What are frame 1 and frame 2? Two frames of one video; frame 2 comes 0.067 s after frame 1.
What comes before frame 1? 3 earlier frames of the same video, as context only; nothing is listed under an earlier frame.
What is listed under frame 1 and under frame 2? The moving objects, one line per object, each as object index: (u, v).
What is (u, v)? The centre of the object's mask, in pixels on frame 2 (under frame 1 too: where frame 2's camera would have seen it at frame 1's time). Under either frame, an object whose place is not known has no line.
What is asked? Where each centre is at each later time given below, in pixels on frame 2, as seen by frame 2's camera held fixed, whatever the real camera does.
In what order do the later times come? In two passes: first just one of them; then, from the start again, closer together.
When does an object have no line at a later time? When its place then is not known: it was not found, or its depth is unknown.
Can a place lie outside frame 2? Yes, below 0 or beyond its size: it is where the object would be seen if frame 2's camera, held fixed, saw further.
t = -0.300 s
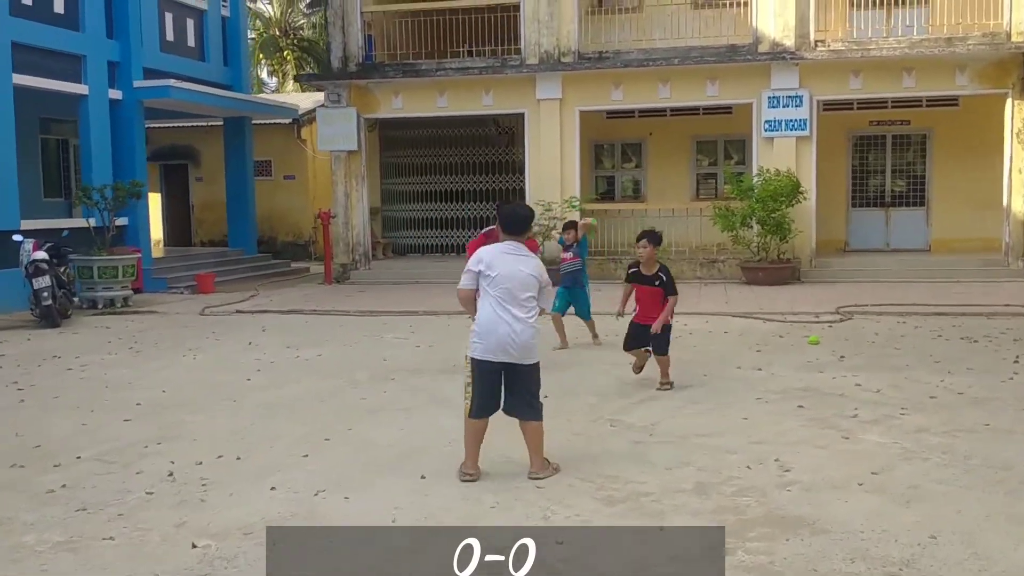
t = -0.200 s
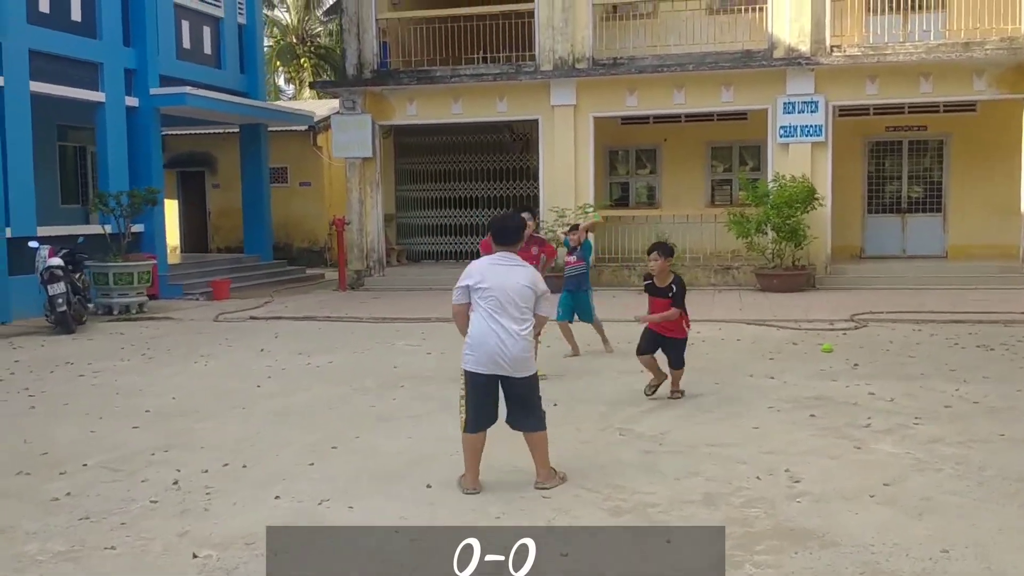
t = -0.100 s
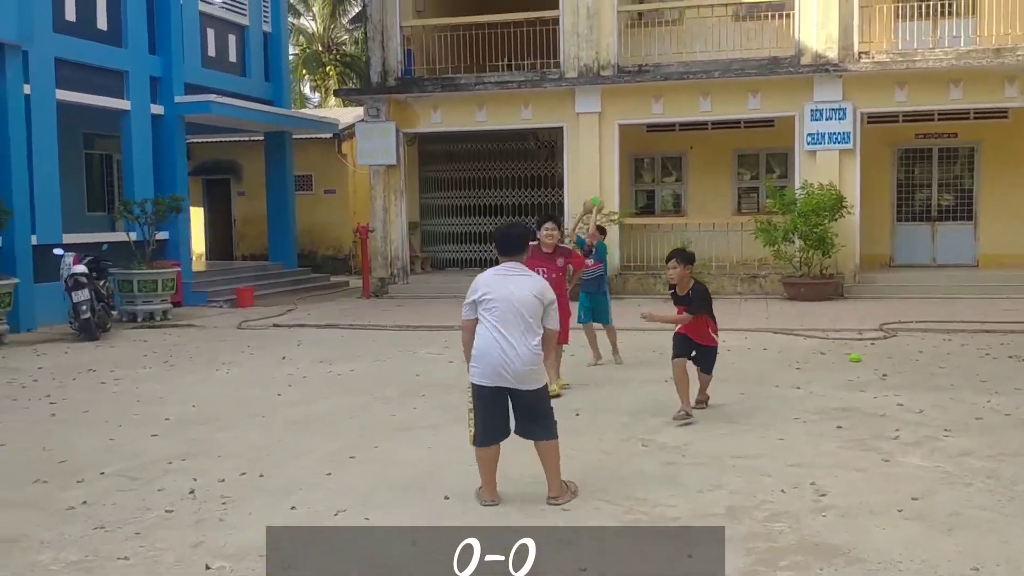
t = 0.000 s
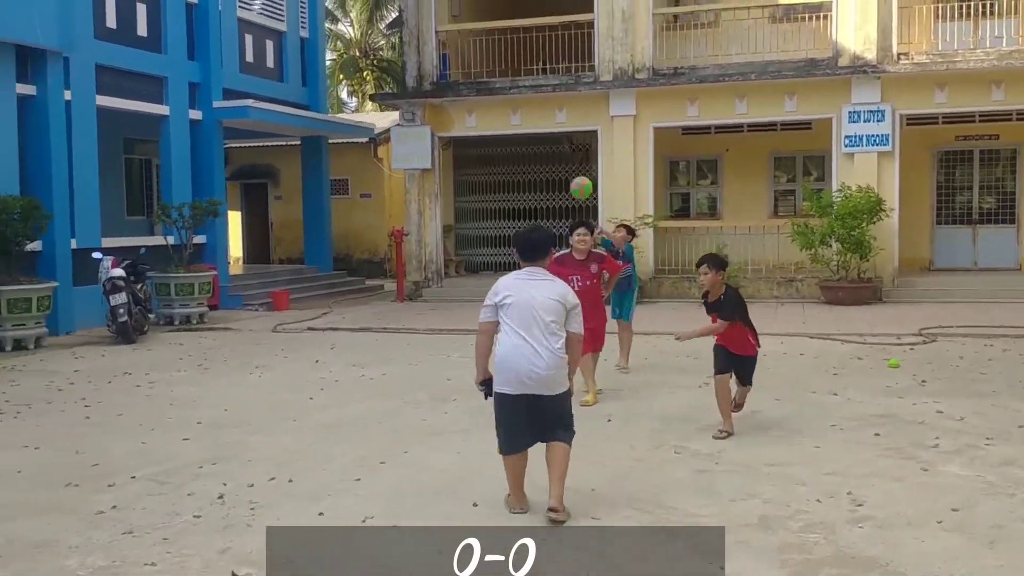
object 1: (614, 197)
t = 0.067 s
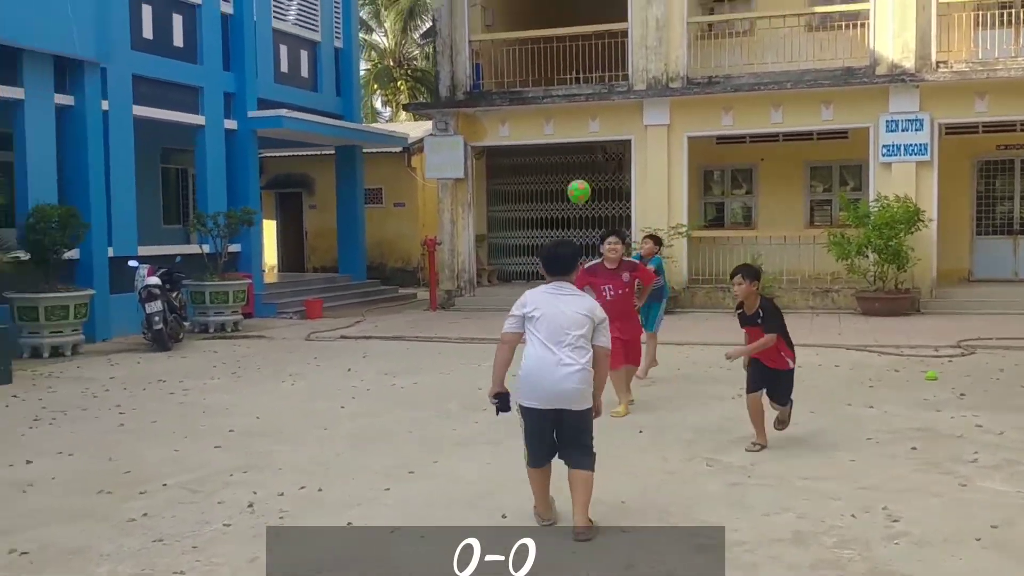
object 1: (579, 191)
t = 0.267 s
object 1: (456, 205)
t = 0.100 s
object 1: (560, 190)
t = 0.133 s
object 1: (541, 191)
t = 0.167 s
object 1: (521, 192)
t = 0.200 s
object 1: (499, 195)
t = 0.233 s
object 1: (478, 199)
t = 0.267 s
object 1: (456, 205)
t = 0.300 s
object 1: (432, 212)
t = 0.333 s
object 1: (407, 221)
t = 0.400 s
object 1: (354, 246)
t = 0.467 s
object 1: (297, 279)
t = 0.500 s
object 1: (267, 299)
